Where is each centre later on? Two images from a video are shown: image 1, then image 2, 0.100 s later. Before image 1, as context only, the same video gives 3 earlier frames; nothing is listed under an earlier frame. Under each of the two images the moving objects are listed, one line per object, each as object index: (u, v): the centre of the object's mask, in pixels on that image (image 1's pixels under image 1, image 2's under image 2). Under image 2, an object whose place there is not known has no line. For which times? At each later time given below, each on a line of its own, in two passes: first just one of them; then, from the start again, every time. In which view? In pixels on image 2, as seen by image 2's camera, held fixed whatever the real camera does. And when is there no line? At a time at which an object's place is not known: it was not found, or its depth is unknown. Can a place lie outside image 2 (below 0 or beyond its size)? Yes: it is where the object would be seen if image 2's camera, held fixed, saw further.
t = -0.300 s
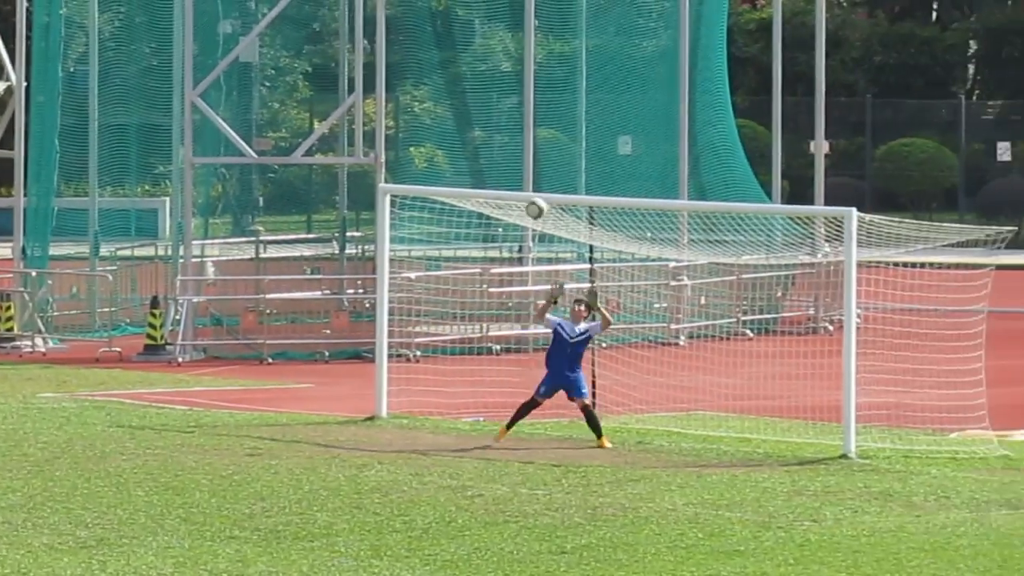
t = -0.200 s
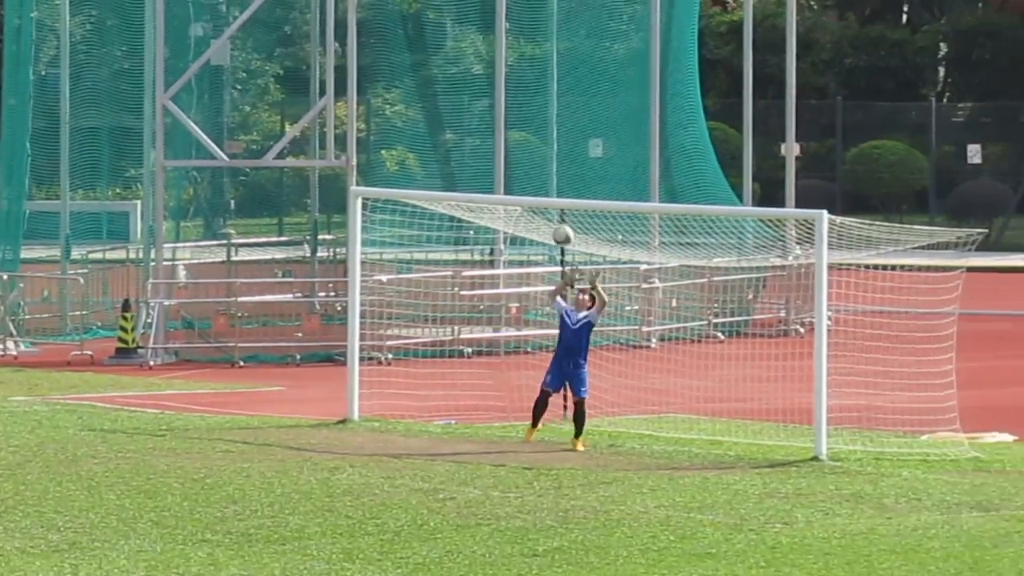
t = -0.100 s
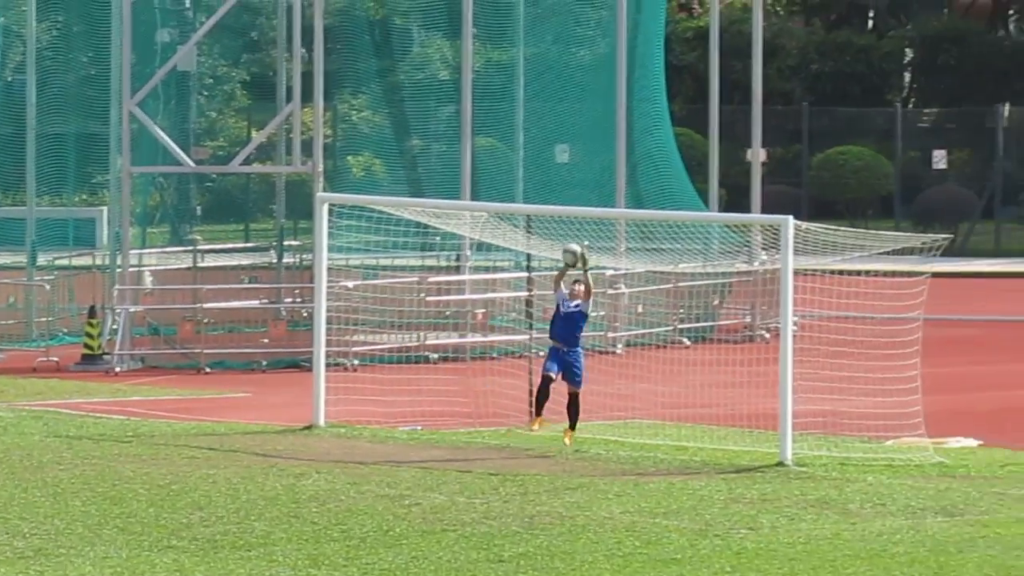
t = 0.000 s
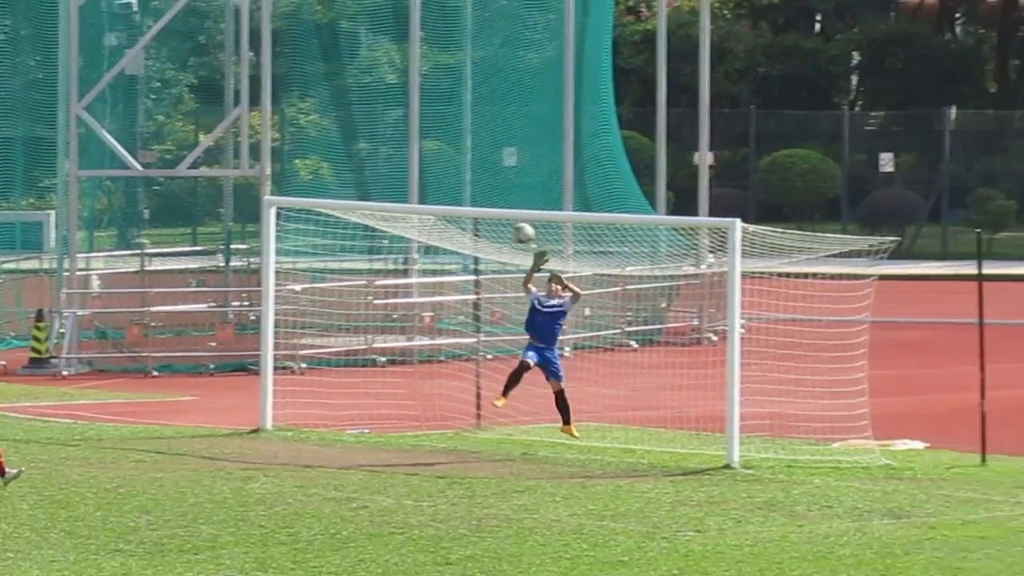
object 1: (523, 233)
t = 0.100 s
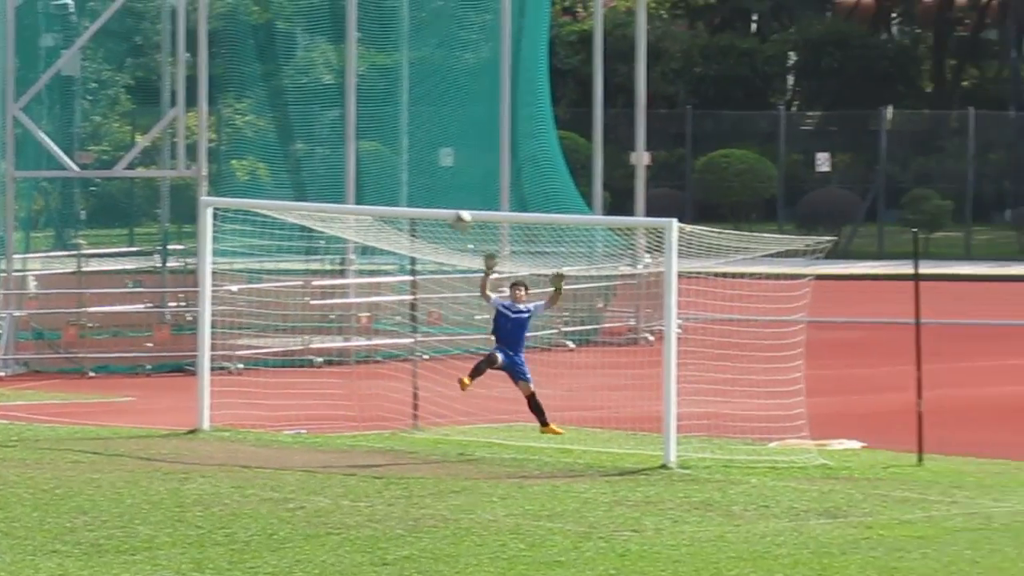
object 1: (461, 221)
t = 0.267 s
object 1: (458, 217)
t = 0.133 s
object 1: (460, 218)
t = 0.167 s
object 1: (459, 215)
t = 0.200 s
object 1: (458, 215)
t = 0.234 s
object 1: (458, 215)
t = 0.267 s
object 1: (458, 217)
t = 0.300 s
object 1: (457, 219)
